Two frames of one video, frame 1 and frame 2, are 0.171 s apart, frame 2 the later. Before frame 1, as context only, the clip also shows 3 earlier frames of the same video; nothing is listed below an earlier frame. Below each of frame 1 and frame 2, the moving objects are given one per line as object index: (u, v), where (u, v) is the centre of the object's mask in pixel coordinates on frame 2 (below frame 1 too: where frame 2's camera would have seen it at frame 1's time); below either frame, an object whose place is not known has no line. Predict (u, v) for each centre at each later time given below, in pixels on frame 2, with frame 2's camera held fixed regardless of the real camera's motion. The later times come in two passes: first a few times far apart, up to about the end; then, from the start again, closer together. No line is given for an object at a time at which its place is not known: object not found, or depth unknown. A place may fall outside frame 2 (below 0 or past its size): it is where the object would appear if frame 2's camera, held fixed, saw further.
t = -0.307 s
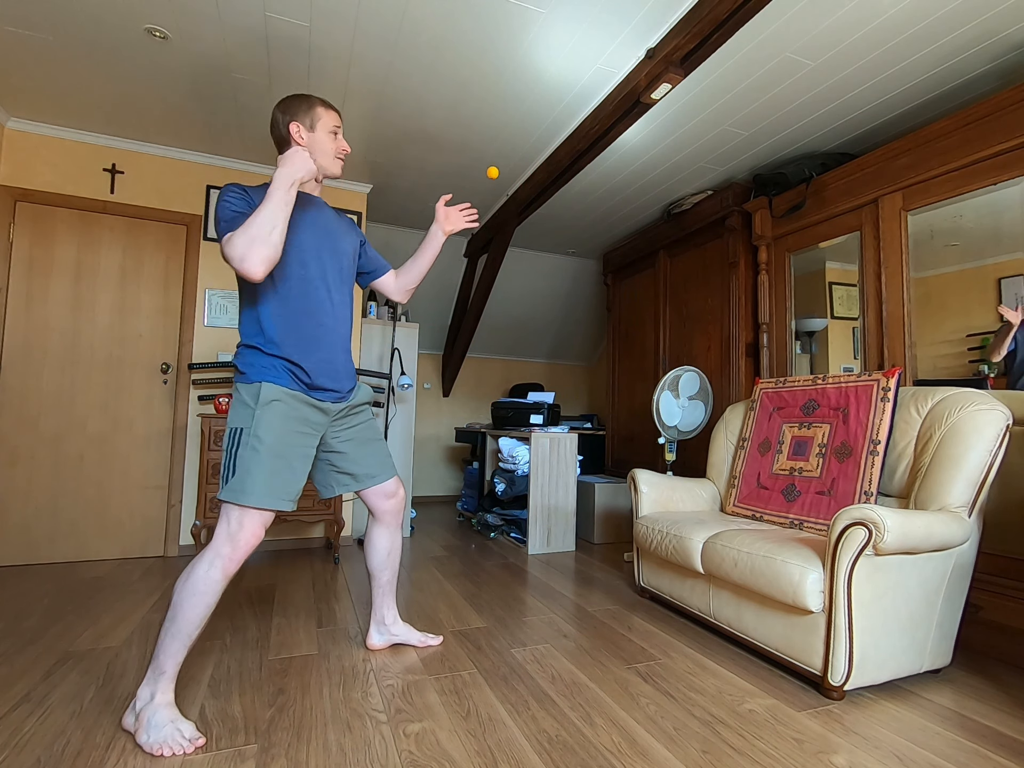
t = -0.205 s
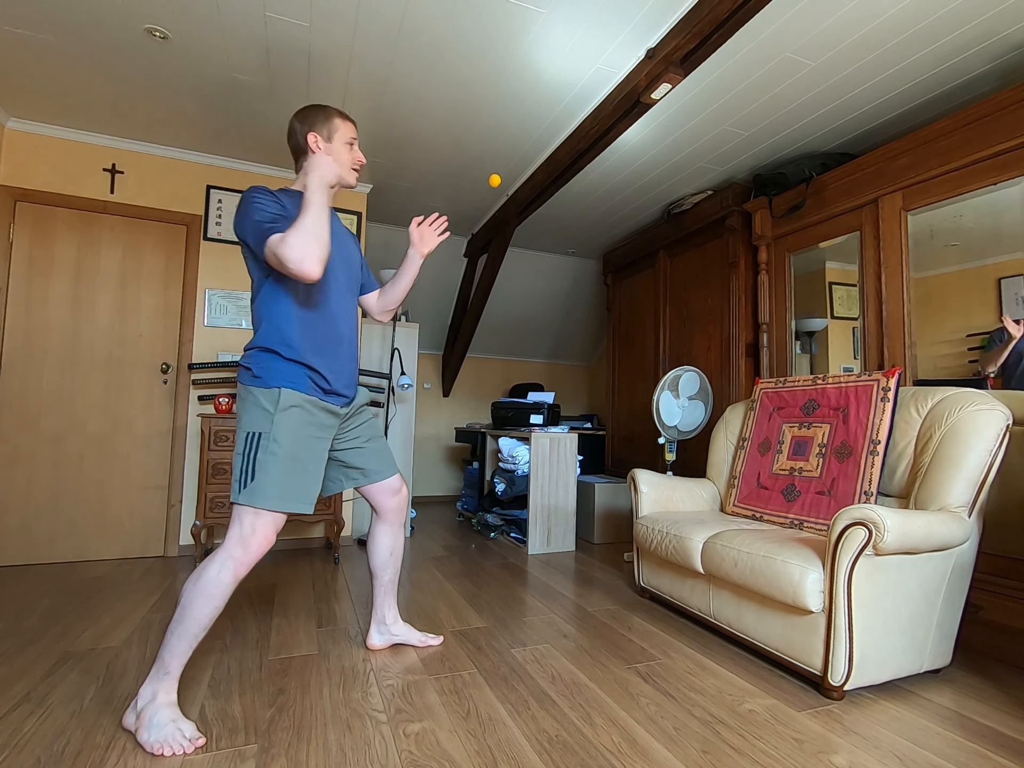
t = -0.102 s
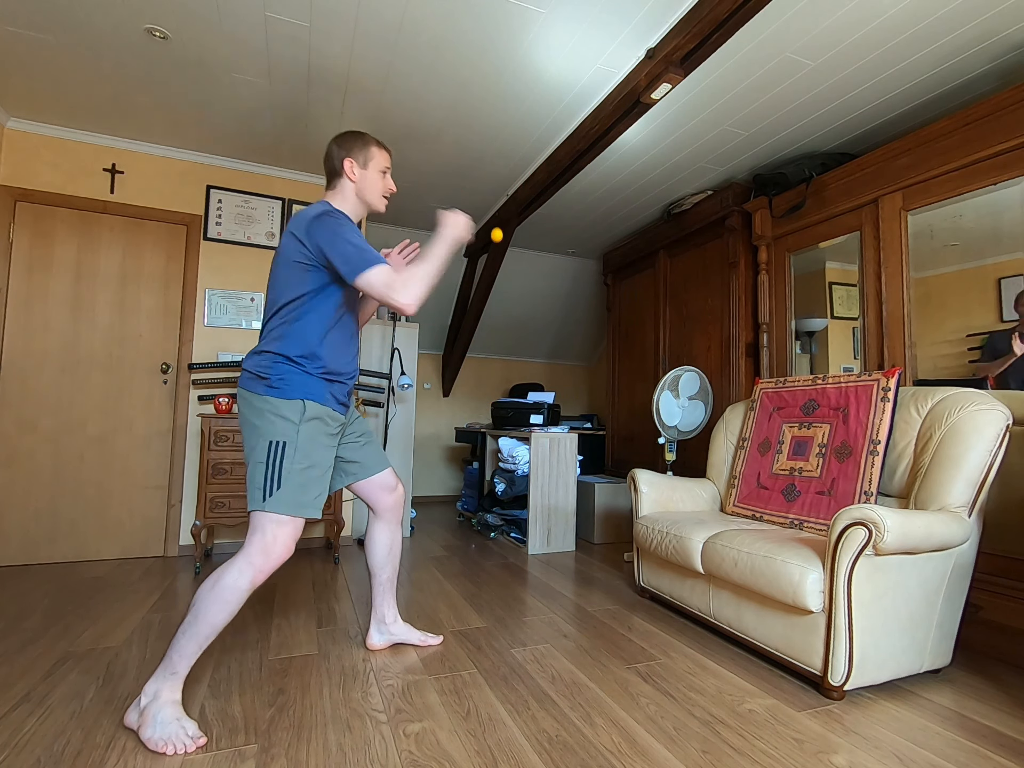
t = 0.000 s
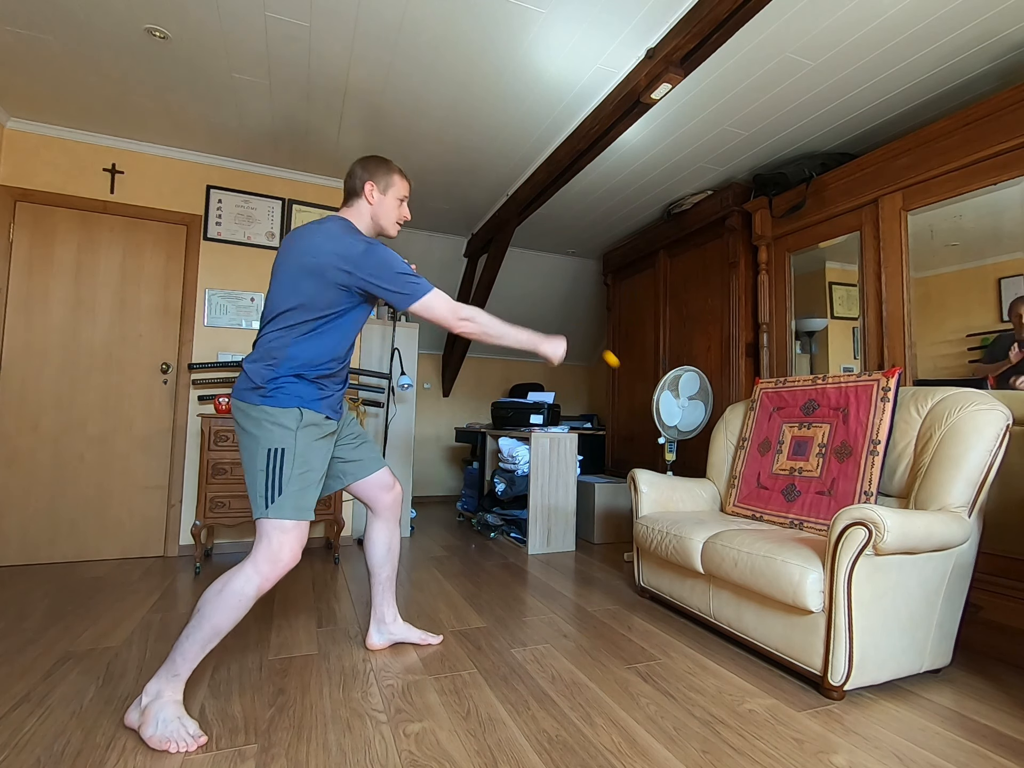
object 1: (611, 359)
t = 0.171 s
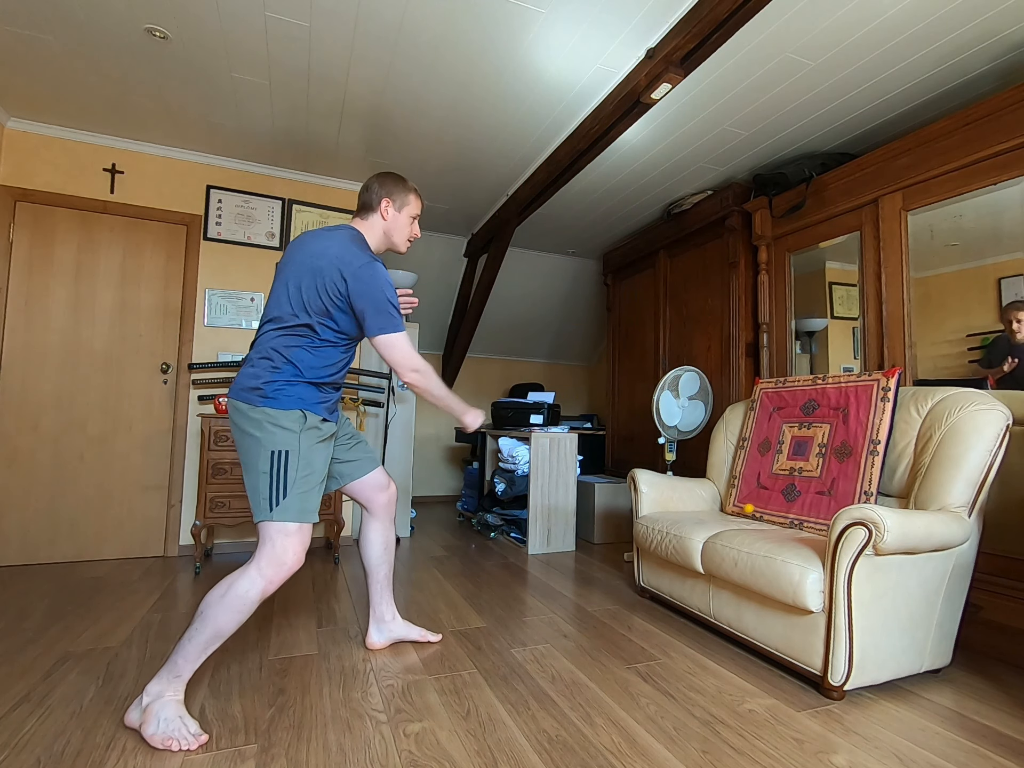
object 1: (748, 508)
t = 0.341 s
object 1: (738, 457)
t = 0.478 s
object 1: (725, 459)
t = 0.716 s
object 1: (714, 512)
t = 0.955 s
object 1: (733, 516)
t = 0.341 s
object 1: (738, 457)
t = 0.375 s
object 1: (734, 454)
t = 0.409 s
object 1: (731, 453)
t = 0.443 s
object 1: (728, 455)
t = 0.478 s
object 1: (725, 459)
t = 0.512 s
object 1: (721, 466)
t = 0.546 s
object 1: (718, 475)
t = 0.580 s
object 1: (714, 487)
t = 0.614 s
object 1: (711, 501)
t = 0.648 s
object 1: (708, 516)
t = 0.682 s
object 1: (711, 513)
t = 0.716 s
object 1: (714, 512)
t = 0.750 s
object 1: (717, 513)
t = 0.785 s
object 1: (720, 516)
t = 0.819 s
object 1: (722, 515)
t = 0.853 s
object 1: (725, 515)
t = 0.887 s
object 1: (728, 516)
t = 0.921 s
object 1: (730, 516)
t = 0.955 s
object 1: (733, 516)
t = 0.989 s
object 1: (736, 516)
